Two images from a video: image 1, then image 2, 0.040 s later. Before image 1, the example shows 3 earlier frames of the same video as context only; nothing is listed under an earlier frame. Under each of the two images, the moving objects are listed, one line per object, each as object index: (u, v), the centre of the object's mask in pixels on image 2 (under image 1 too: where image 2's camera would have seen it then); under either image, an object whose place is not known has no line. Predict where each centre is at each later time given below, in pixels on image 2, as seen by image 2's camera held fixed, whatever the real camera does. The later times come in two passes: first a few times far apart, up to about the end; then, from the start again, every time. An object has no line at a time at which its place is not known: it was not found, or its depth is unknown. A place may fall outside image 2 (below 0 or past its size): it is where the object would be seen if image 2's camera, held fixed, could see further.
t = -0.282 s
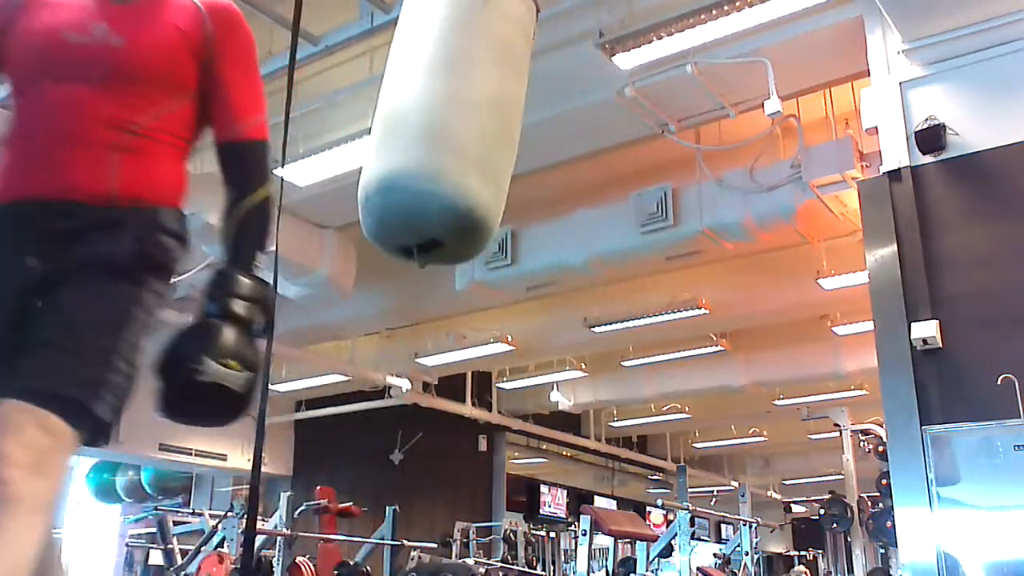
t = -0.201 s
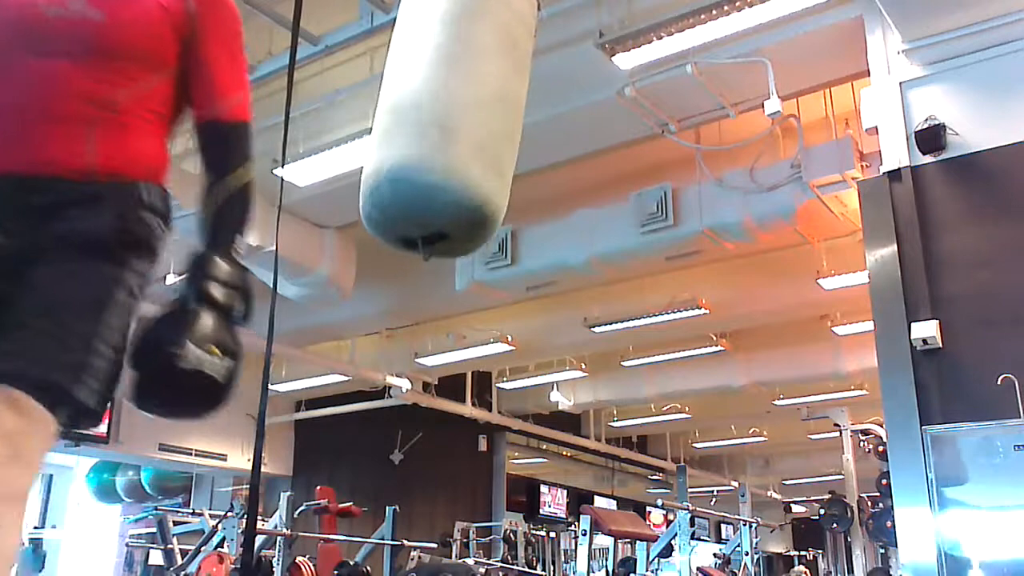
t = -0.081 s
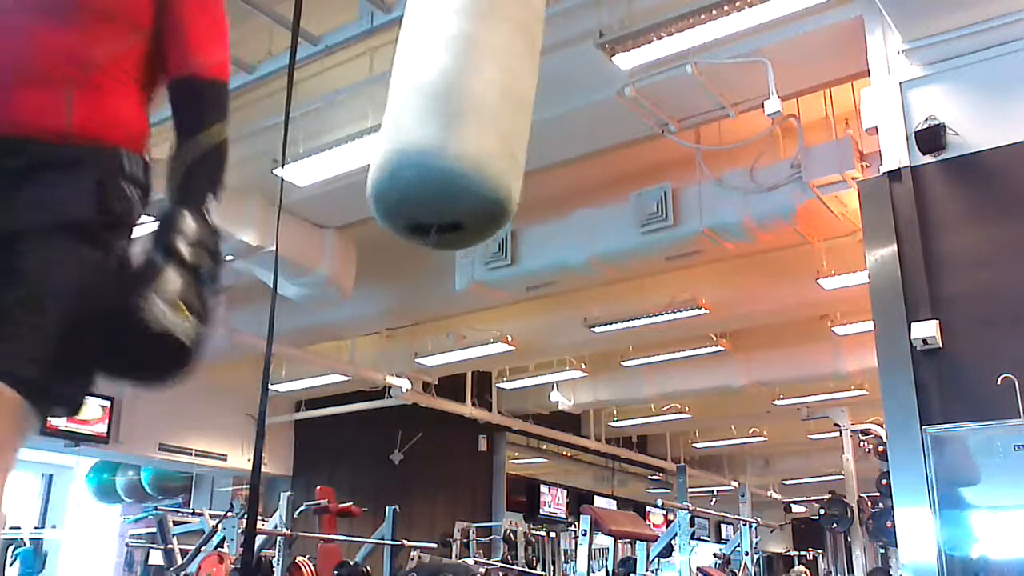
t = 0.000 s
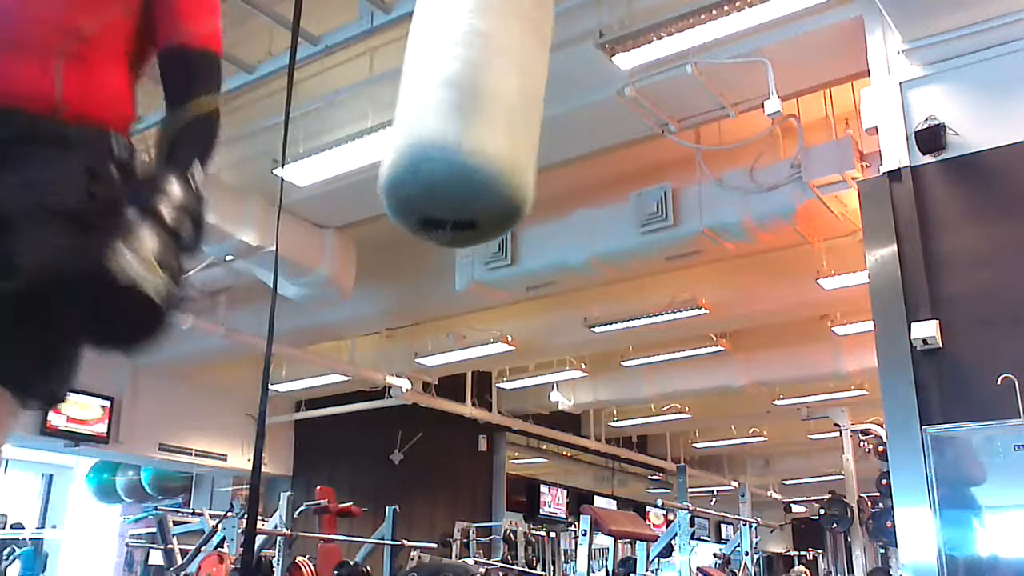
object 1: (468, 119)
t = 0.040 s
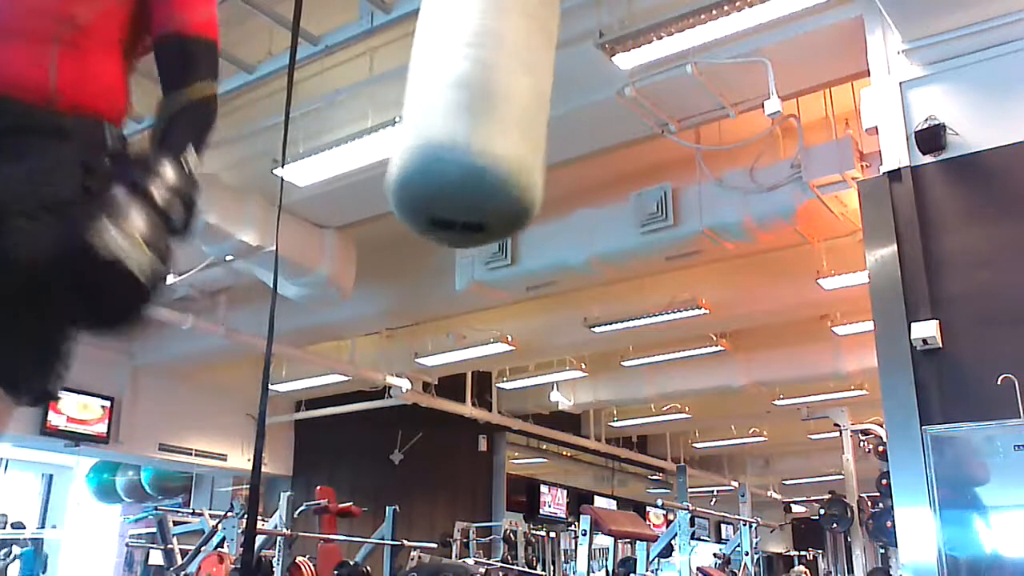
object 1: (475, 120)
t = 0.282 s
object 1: (530, 128)
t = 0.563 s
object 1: (588, 144)
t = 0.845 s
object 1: (611, 156)
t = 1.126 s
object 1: (605, 163)
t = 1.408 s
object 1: (578, 167)
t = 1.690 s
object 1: (537, 163)
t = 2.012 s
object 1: (492, 148)
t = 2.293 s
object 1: (473, 135)
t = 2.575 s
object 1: (484, 127)
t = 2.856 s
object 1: (518, 131)
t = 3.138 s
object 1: (564, 145)
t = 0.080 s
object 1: (483, 121)
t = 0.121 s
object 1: (493, 122)
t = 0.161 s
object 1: (499, 123)
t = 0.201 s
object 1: (509, 124)
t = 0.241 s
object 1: (518, 128)
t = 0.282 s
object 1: (530, 128)
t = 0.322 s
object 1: (536, 130)
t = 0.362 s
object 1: (548, 134)
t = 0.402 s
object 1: (554, 136)
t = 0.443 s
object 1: (565, 136)
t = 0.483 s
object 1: (574, 140)
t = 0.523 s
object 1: (581, 142)
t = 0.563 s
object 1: (588, 144)
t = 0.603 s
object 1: (592, 145)
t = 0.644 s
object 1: (599, 148)
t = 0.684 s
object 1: (601, 149)
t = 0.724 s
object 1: (606, 152)
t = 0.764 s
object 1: (609, 154)
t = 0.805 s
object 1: (609, 155)
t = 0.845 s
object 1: (611, 156)
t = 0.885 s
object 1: (612, 158)
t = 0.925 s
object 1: (614, 159)
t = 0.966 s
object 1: (614, 159)
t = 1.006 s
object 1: (611, 160)
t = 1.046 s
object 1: (610, 161)
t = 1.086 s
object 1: (608, 161)
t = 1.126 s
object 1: (605, 163)
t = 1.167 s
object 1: (603, 165)
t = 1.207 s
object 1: (600, 166)
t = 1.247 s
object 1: (597, 167)
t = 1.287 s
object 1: (592, 167)
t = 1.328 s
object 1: (587, 167)
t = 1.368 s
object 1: (584, 168)
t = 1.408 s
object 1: (578, 167)
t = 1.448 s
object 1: (572, 168)
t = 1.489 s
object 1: (567, 168)
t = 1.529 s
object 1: (561, 168)
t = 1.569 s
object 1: (554, 166)
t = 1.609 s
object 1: (548, 165)
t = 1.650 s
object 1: (543, 164)
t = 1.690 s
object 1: (537, 163)
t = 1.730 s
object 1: (531, 162)
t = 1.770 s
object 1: (524, 161)
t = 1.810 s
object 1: (519, 159)
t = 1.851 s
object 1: (514, 158)
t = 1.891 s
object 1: (509, 156)
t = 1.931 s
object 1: (502, 153)
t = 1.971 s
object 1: (498, 151)
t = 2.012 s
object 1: (492, 148)
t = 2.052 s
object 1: (489, 147)
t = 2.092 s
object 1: (484, 145)
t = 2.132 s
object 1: (482, 143)
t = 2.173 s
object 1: (477, 140)
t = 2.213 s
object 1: (476, 139)
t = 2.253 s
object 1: (473, 137)
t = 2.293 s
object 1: (473, 135)
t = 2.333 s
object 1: (473, 133)
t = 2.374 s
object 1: (473, 131)
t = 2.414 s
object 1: (472, 130)
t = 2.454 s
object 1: (473, 129)
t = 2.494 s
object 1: (477, 127)
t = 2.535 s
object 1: (480, 127)
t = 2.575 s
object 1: (484, 127)
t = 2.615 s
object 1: (486, 126)
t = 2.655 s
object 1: (491, 126)
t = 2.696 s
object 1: (497, 128)
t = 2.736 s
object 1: (503, 128)
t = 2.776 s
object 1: (506, 129)
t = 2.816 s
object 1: (514, 131)
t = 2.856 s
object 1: (518, 131)
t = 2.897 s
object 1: (527, 134)
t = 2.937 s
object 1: (531, 135)
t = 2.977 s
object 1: (540, 138)
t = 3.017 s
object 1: (544, 139)
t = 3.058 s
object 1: (553, 141)
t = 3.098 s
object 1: (559, 144)
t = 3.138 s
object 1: (564, 145)
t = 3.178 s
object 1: (568, 146)
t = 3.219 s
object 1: (575, 148)
